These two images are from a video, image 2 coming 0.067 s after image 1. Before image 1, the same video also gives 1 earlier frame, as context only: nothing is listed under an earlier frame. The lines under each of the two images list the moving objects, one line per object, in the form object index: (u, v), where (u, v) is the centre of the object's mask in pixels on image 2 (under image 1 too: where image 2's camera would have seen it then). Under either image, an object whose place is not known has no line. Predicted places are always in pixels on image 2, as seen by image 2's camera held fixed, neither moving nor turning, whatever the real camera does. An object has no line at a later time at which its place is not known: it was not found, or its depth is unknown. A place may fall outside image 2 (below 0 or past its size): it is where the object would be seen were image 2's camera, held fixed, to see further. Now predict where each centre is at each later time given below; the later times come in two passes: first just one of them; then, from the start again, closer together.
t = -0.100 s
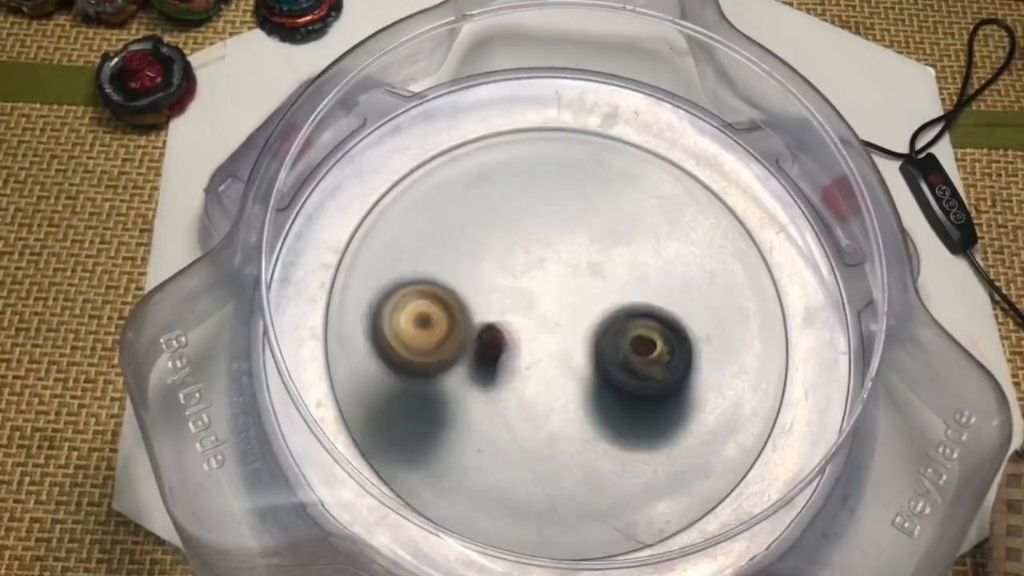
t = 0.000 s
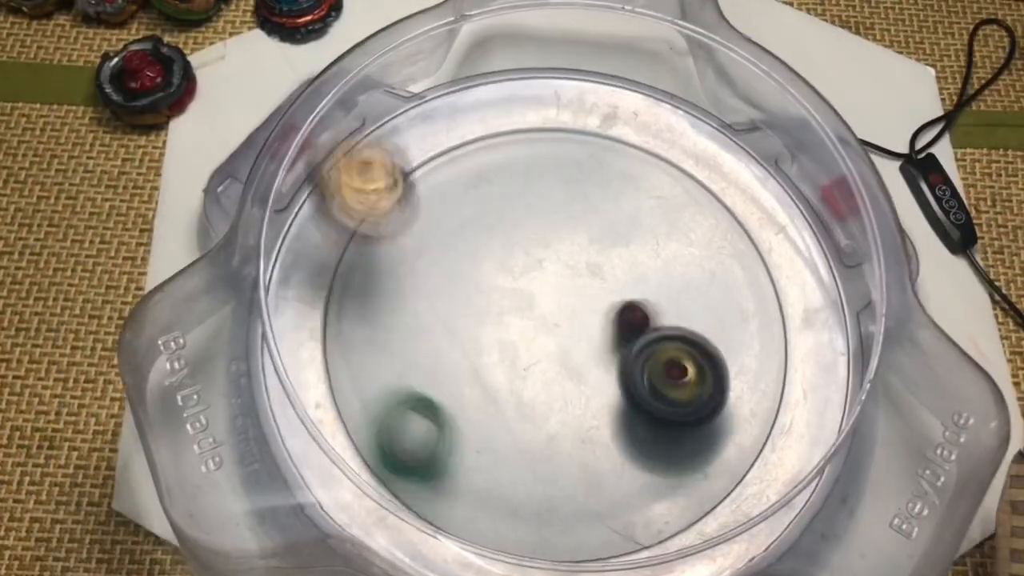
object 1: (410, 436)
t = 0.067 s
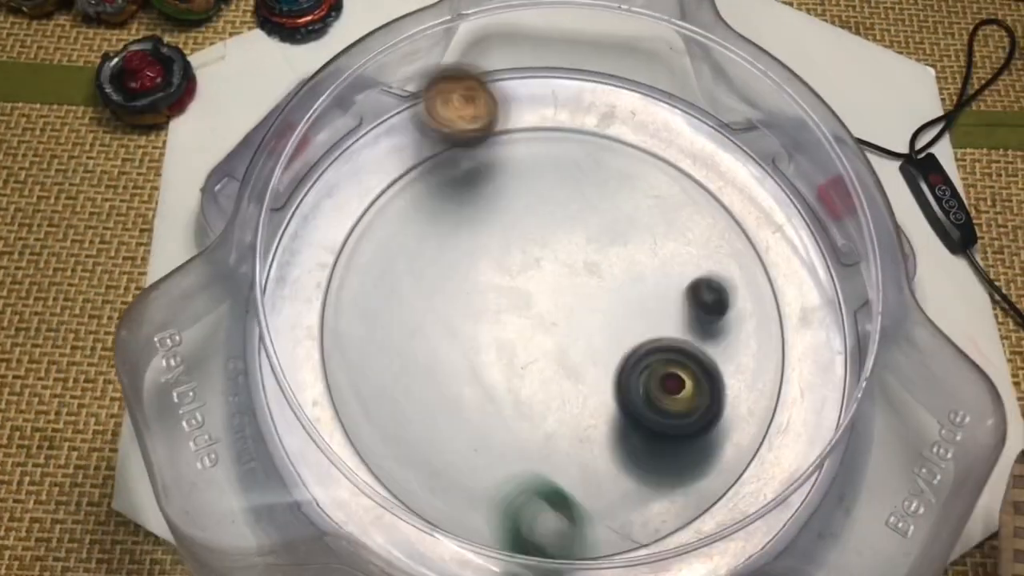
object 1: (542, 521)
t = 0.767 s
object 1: (610, 486)
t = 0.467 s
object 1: (436, 112)
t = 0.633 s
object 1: (395, 512)
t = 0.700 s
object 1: (498, 529)
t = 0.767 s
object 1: (610, 486)
